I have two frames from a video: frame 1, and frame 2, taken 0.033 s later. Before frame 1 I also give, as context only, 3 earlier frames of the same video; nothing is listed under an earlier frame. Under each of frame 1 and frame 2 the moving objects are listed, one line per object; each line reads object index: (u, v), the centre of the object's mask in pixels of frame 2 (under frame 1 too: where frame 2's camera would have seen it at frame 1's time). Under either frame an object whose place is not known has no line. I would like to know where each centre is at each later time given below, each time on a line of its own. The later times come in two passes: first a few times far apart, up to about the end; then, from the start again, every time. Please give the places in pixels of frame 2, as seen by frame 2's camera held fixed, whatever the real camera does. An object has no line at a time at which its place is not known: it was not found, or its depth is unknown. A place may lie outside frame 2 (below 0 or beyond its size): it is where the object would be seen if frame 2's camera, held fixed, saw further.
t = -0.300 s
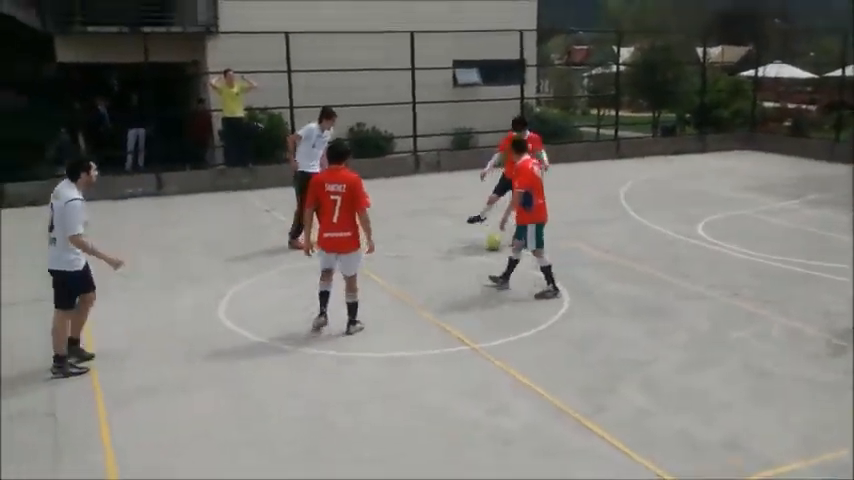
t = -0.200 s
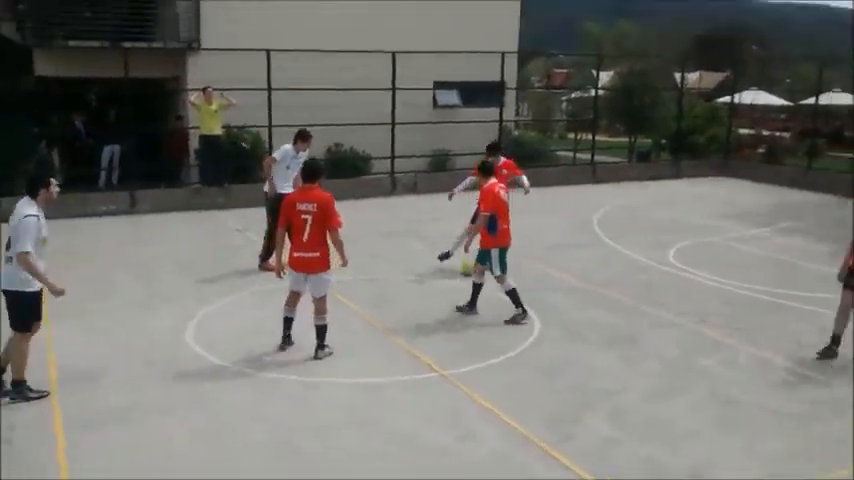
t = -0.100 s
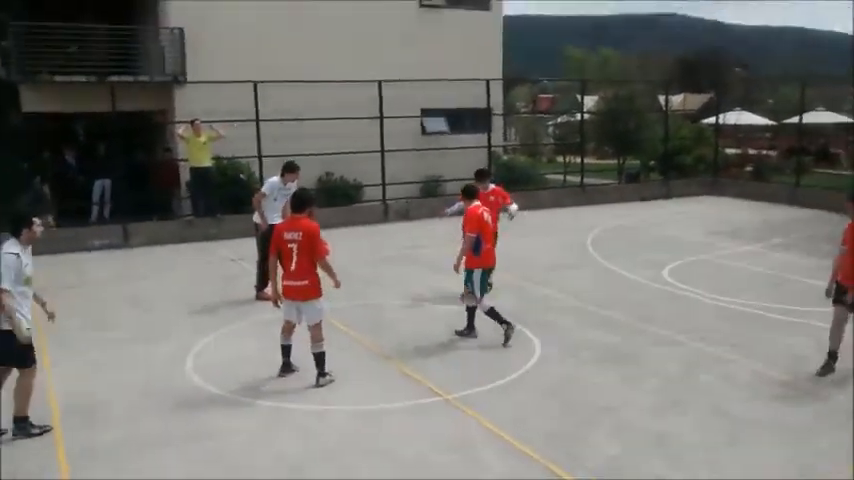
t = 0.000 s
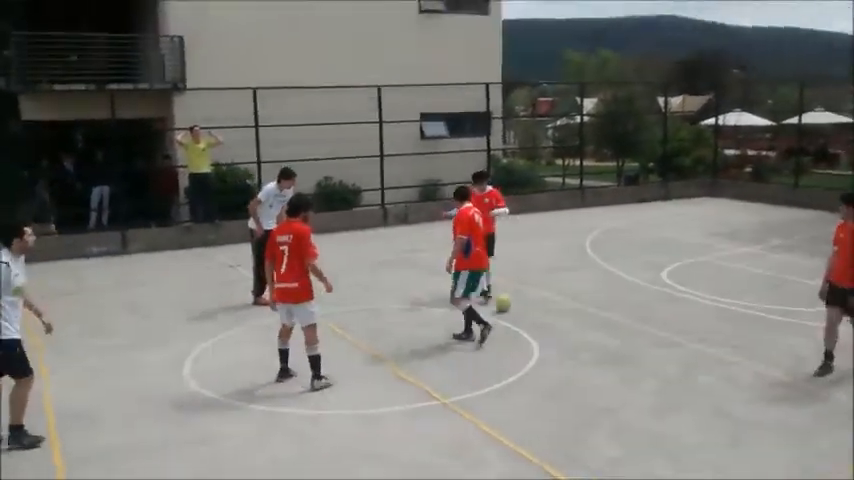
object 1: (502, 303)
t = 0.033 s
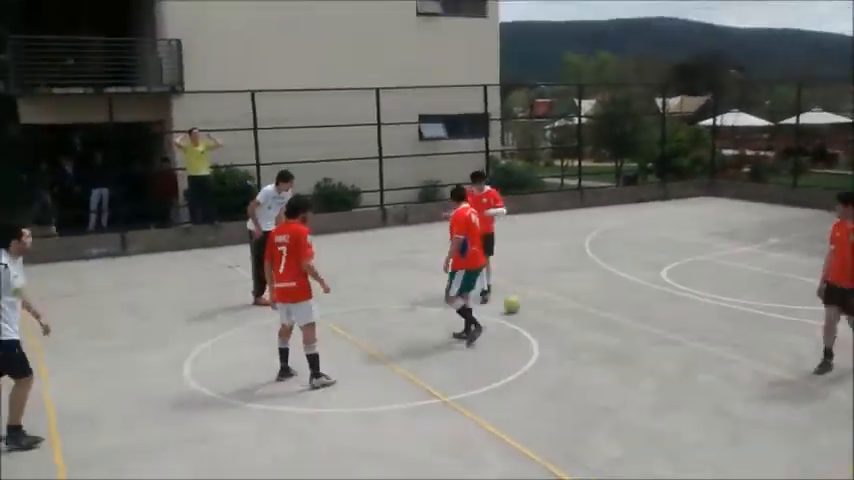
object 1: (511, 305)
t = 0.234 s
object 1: (561, 314)
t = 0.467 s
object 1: (613, 325)
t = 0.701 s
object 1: (667, 335)
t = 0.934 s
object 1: (726, 348)
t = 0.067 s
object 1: (520, 306)
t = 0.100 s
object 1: (529, 308)
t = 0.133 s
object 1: (538, 310)
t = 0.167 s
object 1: (546, 311)
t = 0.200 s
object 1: (554, 312)
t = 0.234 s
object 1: (561, 314)
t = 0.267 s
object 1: (568, 316)
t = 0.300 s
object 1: (575, 318)
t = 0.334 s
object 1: (582, 320)
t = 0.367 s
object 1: (589, 322)
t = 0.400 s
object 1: (597, 322)
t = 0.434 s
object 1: (605, 323)
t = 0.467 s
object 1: (613, 325)
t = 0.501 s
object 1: (621, 326)
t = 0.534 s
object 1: (628, 327)
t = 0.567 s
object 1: (635, 329)
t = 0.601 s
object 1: (644, 331)
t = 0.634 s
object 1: (651, 332)
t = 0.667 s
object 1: (659, 334)
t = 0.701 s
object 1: (667, 335)
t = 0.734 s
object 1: (676, 336)
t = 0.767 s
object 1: (684, 338)
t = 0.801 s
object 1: (692, 339)
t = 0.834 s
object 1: (701, 341)
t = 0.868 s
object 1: (708, 343)
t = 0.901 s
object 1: (718, 345)
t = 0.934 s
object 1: (726, 348)
